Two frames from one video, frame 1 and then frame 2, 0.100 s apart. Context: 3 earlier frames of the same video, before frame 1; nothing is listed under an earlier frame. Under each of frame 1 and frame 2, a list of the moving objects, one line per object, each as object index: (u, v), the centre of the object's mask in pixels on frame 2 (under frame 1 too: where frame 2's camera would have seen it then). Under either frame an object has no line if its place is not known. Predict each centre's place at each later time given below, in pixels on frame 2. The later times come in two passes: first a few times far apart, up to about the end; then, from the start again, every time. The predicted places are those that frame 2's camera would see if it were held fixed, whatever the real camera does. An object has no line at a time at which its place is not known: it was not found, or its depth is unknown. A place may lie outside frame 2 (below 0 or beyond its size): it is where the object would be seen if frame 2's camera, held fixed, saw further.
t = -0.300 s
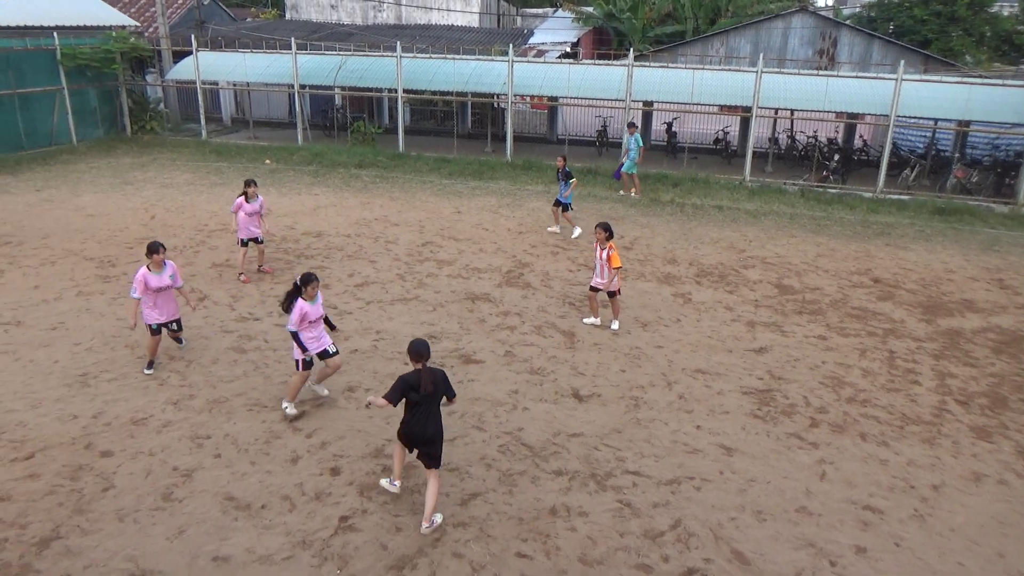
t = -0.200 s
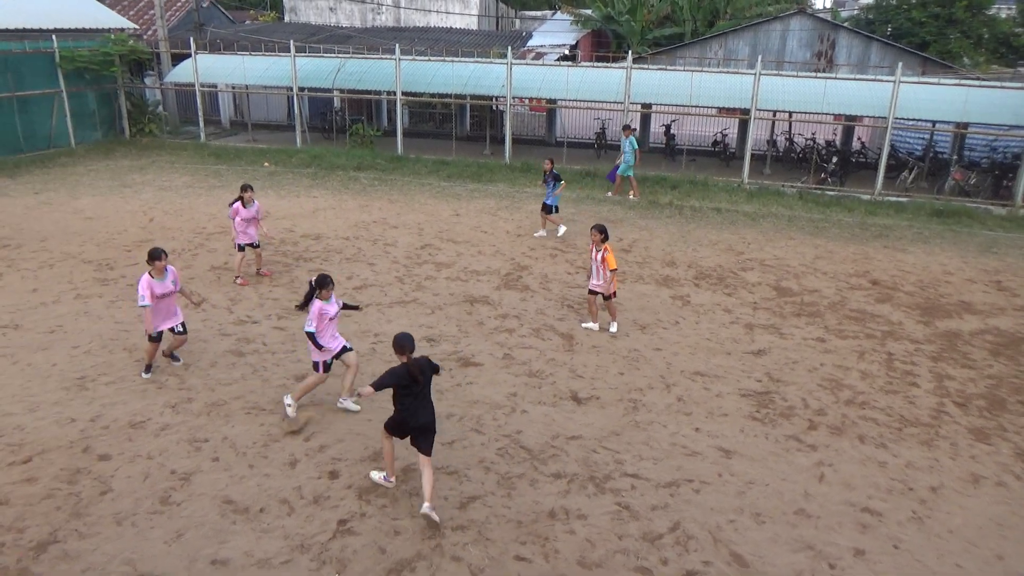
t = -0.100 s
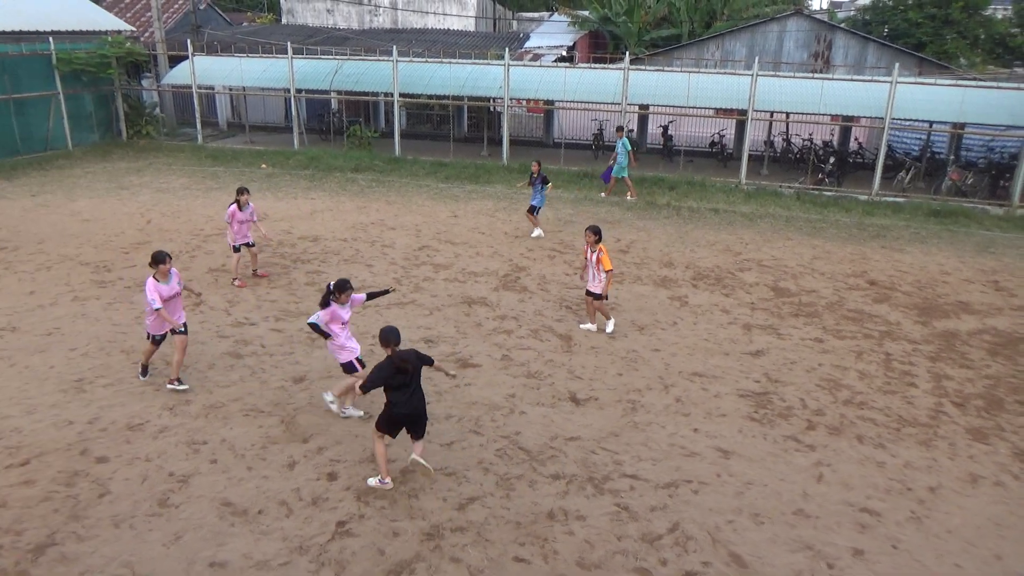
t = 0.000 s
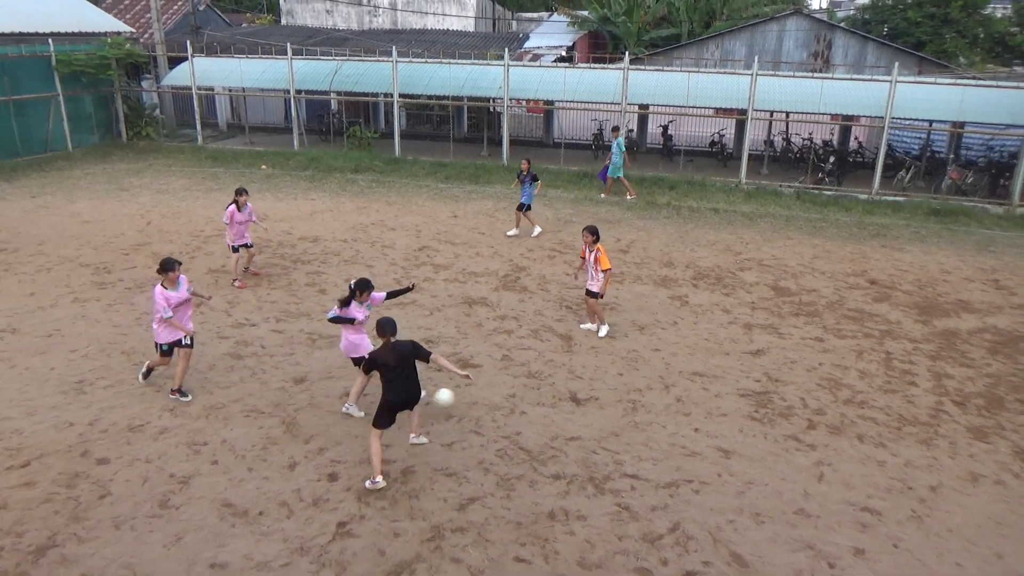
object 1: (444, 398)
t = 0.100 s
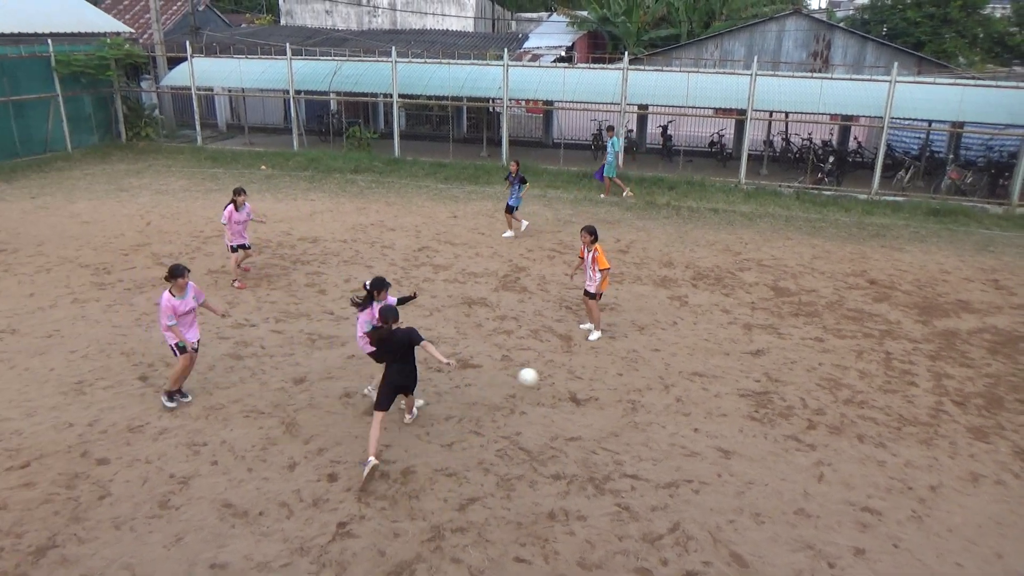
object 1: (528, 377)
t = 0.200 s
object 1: (606, 365)
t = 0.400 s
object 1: (746, 366)
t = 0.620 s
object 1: (841, 339)
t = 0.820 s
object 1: (903, 330)
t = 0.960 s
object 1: (939, 342)
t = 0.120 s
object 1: (544, 374)
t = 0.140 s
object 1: (561, 371)
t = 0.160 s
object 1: (576, 369)
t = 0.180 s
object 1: (591, 366)
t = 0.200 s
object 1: (606, 365)
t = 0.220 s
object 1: (621, 364)
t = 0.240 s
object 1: (636, 363)
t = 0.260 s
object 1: (651, 362)
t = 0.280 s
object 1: (666, 362)
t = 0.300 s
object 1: (679, 361)
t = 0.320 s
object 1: (693, 361)
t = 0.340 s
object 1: (706, 363)
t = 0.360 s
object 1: (720, 363)
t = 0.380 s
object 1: (733, 364)
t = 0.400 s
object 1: (746, 366)
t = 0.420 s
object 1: (759, 368)
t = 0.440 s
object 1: (772, 370)
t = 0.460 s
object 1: (783, 371)
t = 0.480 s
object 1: (790, 367)
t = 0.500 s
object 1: (798, 361)
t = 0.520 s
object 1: (805, 357)
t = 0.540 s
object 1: (812, 352)
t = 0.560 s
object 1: (819, 348)
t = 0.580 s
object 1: (827, 345)
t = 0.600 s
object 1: (834, 342)
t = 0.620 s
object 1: (841, 339)
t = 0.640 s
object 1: (847, 337)
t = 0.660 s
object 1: (853, 335)
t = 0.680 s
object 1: (860, 333)
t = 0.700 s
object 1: (867, 332)
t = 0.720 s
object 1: (873, 330)
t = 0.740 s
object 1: (879, 330)
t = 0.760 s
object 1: (885, 329)
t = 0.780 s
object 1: (891, 329)
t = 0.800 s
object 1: (897, 330)
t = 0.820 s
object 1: (903, 330)
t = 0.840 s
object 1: (908, 331)
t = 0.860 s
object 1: (914, 332)
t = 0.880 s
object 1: (919, 333)
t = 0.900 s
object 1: (924, 335)
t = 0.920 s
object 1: (929, 337)
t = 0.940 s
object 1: (934, 339)
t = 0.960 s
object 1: (939, 342)
